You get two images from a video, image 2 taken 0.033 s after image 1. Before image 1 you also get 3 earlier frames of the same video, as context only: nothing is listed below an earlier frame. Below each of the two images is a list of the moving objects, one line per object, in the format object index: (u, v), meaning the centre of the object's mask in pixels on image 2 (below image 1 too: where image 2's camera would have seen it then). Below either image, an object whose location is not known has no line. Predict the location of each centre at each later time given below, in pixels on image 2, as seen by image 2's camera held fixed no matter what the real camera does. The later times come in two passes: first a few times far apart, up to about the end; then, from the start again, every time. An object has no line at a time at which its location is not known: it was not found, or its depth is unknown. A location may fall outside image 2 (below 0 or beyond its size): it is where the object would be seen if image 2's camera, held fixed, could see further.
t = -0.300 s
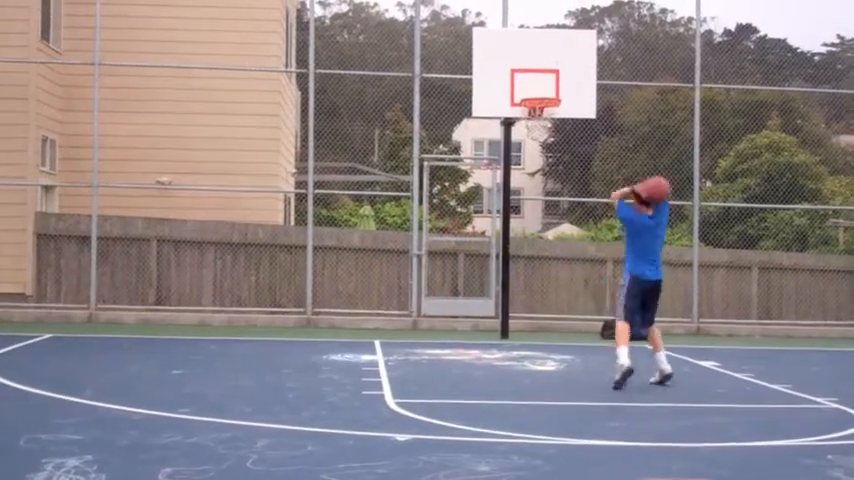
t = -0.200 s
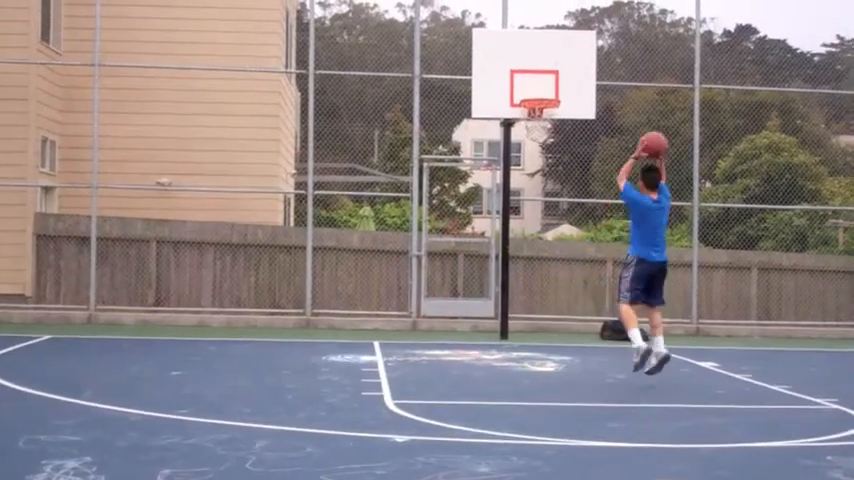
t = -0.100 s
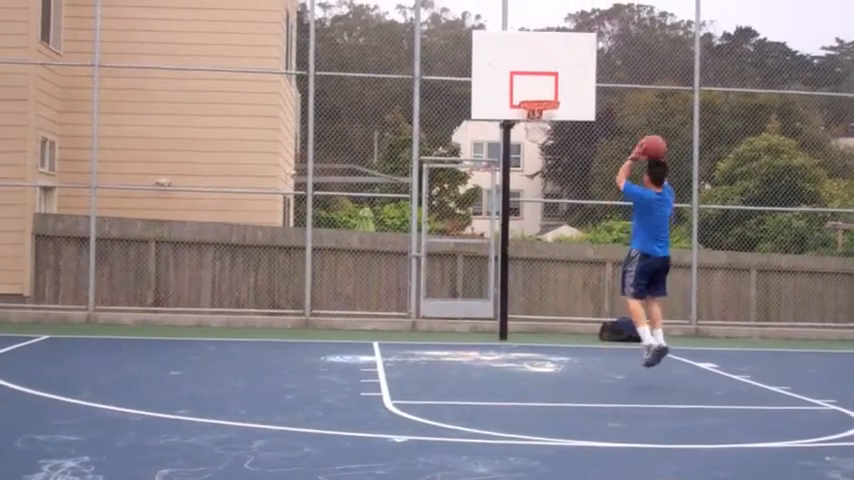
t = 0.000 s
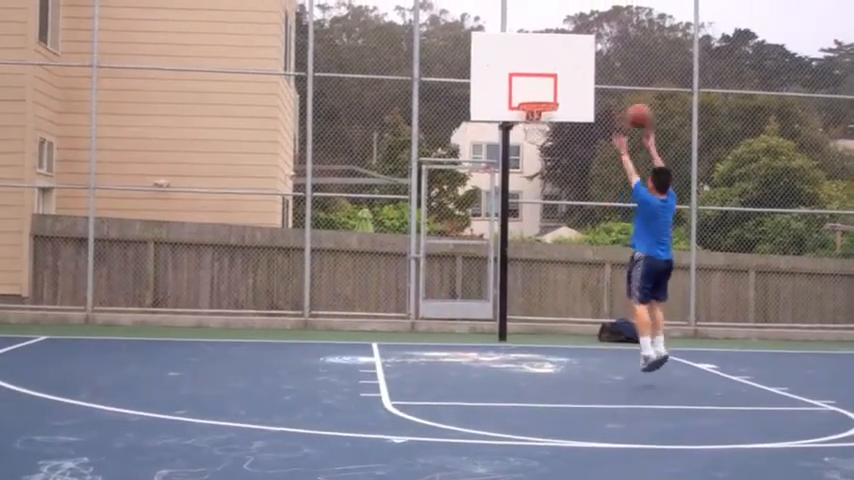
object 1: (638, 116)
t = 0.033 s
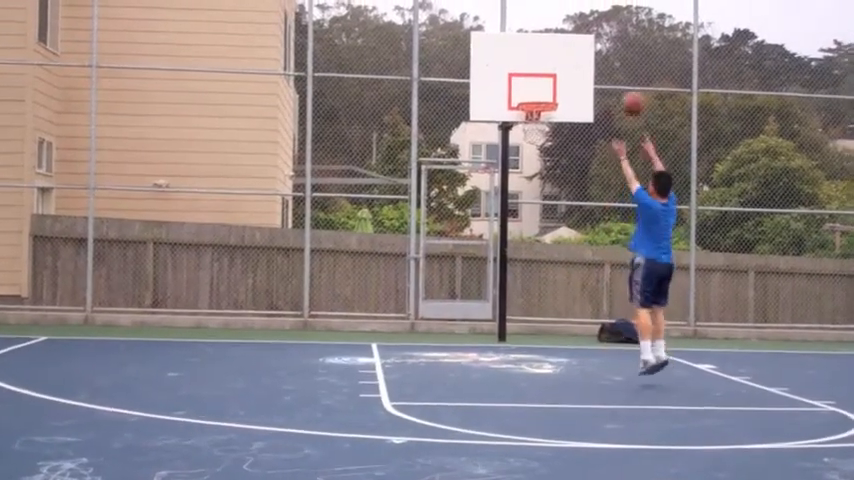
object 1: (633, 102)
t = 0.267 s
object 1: (595, 50)
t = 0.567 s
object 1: (551, 59)
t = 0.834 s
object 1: (544, 99)
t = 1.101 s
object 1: (527, 124)
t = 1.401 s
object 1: (543, 130)
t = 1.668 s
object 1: (540, 158)
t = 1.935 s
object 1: (534, 245)
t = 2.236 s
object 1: (526, 307)
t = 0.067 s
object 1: (628, 91)
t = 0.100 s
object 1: (621, 81)
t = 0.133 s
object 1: (616, 72)
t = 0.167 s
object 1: (611, 65)
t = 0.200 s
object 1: (606, 58)
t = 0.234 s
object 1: (600, 55)
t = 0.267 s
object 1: (595, 50)
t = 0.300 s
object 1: (590, 47)
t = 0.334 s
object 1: (585, 45)
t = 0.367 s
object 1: (580, 44)
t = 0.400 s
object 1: (575, 43)
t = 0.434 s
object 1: (570, 44)
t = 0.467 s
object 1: (565, 47)
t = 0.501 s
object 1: (560, 50)
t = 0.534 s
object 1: (556, 54)
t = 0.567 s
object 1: (551, 59)
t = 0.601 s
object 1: (547, 64)
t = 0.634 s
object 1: (543, 70)
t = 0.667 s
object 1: (538, 79)
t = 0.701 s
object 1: (533, 86)
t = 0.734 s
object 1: (528, 93)
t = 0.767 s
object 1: (528, 98)
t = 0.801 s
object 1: (538, 99)
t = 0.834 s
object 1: (544, 99)
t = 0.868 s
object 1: (543, 98)
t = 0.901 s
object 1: (543, 99)
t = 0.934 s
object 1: (537, 99)
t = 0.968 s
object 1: (527, 109)
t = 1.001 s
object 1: (521, 115)
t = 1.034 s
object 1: (526, 118)
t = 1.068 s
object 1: (526, 123)
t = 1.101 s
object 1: (527, 124)
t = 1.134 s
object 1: (528, 126)
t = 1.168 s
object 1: (530, 124)
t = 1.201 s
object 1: (532, 124)
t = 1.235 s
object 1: (535, 126)
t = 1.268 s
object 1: (537, 126)
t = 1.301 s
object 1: (539, 128)
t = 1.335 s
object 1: (541, 129)
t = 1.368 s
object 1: (543, 129)
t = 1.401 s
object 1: (543, 130)
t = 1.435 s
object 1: (544, 130)
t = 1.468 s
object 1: (544, 130)
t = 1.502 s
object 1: (544, 133)
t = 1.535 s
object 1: (543, 135)
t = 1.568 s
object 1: (542, 140)
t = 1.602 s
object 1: (542, 144)
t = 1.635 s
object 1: (540, 151)
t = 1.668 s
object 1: (540, 158)
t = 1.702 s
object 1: (539, 165)
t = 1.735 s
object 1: (539, 174)
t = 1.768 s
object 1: (538, 183)
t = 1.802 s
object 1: (538, 193)
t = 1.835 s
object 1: (537, 206)
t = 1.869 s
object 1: (536, 218)
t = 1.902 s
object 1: (535, 231)
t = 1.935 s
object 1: (534, 245)
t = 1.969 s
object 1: (533, 259)
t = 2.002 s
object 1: (533, 277)
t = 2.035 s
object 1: (534, 294)
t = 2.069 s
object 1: (531, 312)
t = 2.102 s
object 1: (530, 332)
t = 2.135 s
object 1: (529, 352)
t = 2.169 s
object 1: (528, 336)
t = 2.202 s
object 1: (527, 322)
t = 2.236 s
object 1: (526, 307)
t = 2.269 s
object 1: (525, 295)
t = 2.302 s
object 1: (524, 282)
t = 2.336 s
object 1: (523, 271)
